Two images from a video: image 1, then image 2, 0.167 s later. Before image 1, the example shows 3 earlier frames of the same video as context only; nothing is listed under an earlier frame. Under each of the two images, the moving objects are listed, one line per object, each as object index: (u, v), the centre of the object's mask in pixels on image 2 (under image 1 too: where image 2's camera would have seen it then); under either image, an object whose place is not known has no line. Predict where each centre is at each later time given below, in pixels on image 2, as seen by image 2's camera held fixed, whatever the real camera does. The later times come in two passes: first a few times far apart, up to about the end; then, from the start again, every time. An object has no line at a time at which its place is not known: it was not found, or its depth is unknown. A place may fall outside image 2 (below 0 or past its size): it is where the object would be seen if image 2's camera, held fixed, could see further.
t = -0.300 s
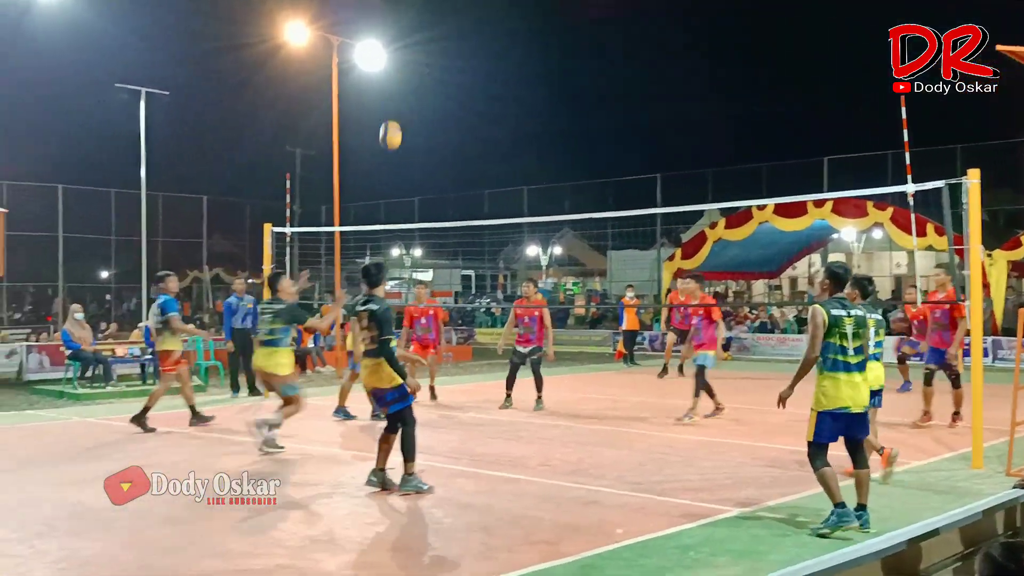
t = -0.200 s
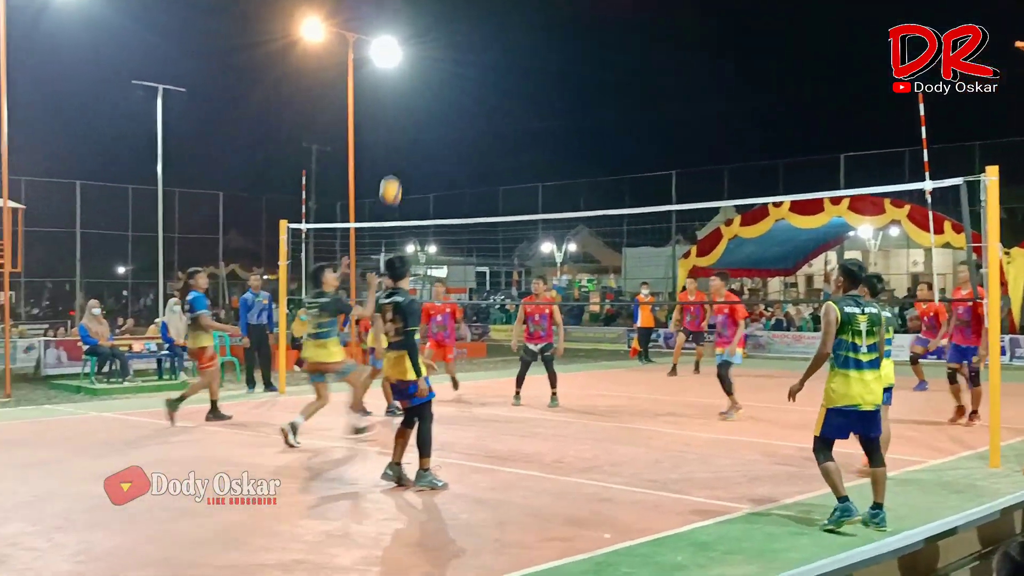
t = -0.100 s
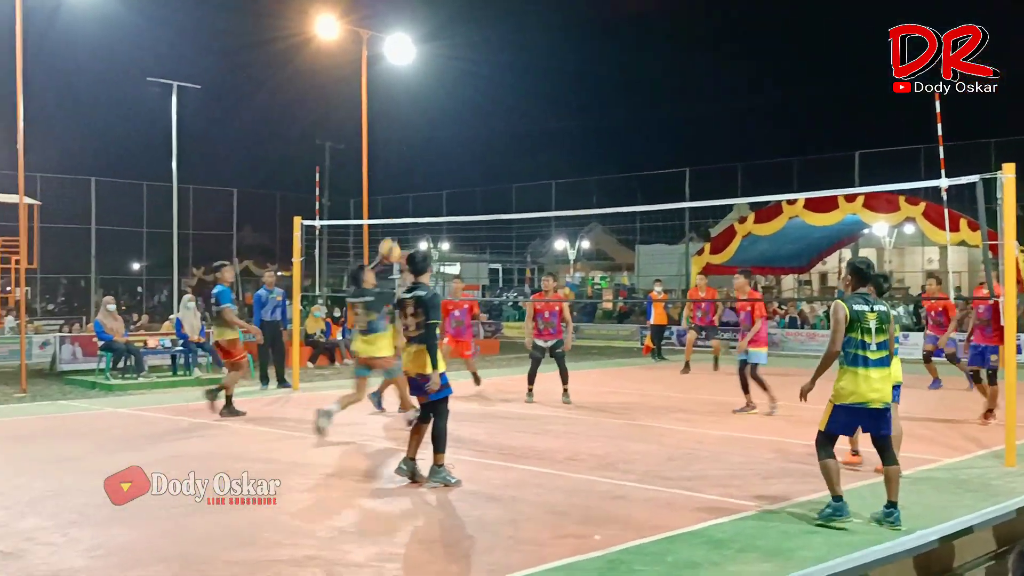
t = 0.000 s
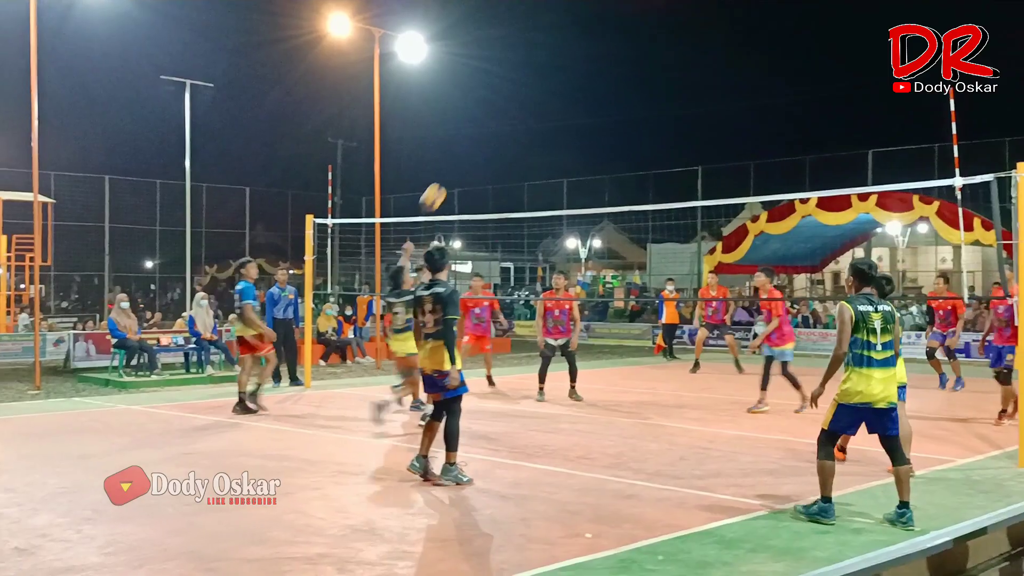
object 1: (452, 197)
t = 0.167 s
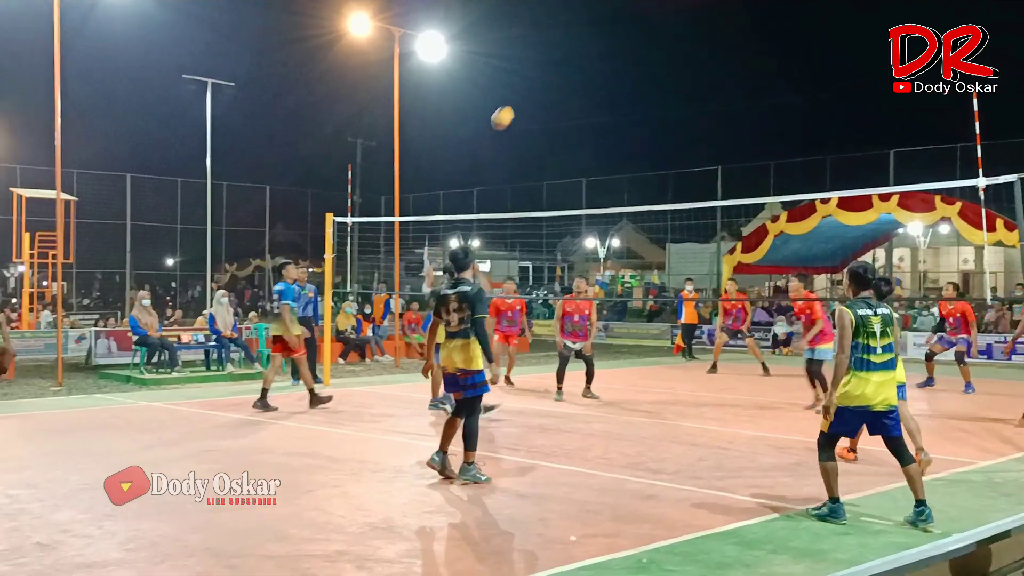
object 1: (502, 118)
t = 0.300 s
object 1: (537, 80)
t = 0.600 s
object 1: (594, 55)
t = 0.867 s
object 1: (630, 88)
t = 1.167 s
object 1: (660, 168)
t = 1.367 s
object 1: (676, 240)
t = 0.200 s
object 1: (512, 106)
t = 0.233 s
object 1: (520, 96)
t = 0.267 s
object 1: (529, 87)
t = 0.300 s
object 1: (537, 80)
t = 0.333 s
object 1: (544, 73)
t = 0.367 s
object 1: (551, 67)
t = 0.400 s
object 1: (558, 63)
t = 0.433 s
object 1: (565, 59)
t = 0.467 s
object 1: (571, 57)
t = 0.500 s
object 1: (577, 55)
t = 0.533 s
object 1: (583, 55)
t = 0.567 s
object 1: (588, 54)
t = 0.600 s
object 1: (594, 55)
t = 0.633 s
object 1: (599, 57)
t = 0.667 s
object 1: (604, 59)
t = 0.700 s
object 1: (609, 62)
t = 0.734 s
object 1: (614, 66)
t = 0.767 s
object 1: (618, 70)
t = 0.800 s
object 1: (622, 76)
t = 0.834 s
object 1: (626, 81)
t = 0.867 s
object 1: (630, 88)
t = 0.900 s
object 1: (634, 95)
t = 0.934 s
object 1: (638, 102)
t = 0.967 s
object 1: (641, 110)
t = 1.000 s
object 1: (645, 119)
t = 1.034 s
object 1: (648, 128)
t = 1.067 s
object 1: (652, 137)
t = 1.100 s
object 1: (655, 147)
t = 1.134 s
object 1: (658, 157)
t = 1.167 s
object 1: (660, 168)
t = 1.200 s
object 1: (664, 180)
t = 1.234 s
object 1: (666, 192)
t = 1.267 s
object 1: (668, 200)
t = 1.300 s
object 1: (671, 217)
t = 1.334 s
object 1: (673, 228)
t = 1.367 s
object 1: (676, 240)
